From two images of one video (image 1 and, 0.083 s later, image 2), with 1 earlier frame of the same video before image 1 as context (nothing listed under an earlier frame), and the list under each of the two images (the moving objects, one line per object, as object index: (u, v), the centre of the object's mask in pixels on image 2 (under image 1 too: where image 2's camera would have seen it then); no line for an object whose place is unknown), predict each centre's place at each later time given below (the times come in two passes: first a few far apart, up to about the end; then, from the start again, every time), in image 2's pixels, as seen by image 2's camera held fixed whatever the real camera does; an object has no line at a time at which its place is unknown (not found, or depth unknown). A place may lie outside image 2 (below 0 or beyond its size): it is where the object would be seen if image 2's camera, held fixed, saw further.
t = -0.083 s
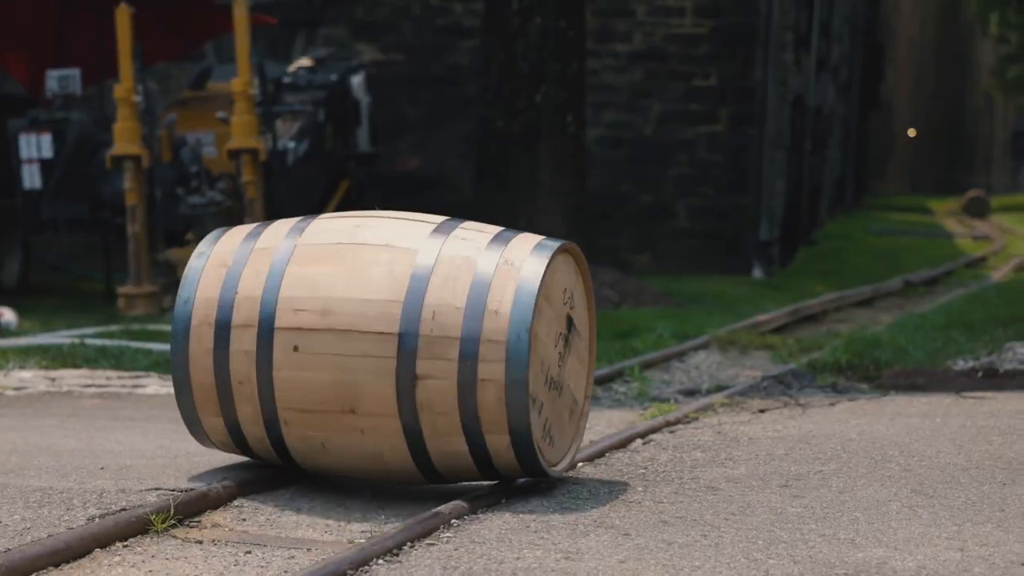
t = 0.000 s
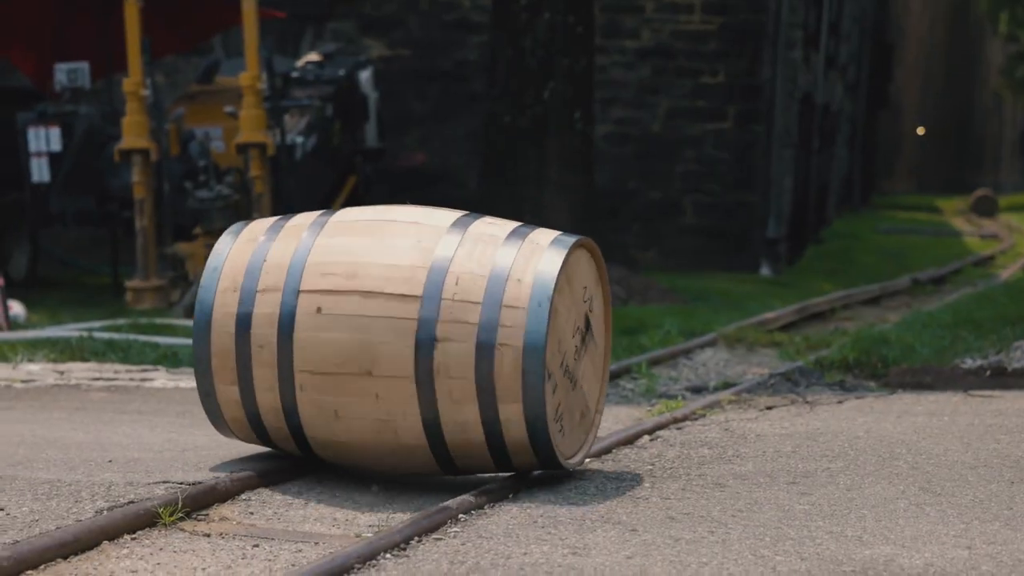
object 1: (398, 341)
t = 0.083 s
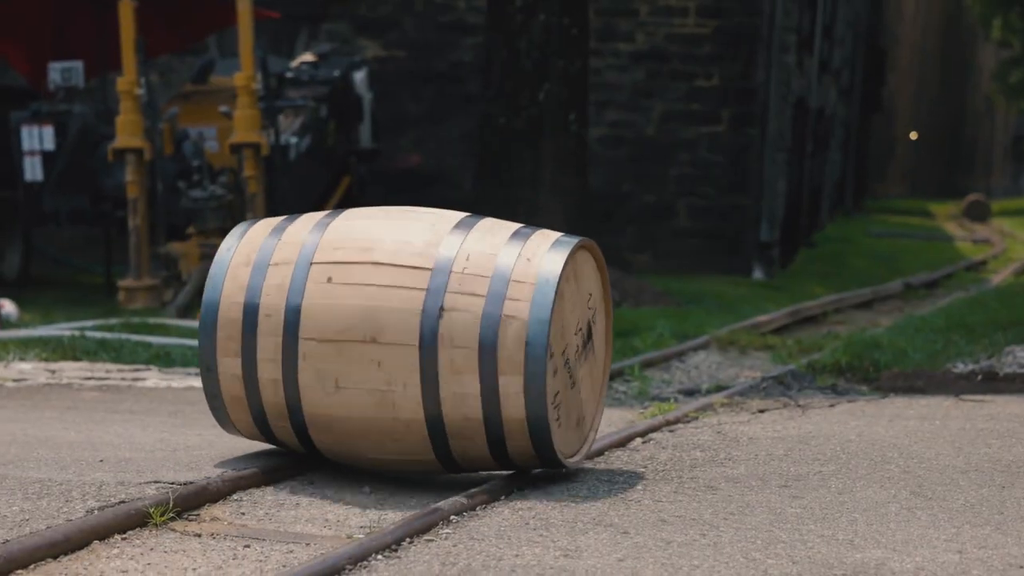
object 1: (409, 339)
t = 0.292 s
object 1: (433, 335)
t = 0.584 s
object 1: (469, 329)
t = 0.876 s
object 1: (501, 324)
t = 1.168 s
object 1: (532, 320)
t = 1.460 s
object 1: (560, 317)
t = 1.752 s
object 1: (589, 314)
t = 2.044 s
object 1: (613, 309)
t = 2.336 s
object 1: (636, 304)
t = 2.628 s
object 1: (656, 301)
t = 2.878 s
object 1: (672, 297)
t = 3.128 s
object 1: (688, 294)
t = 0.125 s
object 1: (413, 339)
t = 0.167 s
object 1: (419, 337)
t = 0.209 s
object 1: (423, 337)
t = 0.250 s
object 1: (429, 336)
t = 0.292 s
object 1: (433, 335)
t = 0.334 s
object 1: (439, 334)
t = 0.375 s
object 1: (443, 333)
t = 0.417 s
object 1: (449, 333)
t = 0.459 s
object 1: (453, 332)
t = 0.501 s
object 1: (459, 331)
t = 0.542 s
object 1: (463, 331)
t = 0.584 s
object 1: (469, 329)
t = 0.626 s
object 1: (473, 329)
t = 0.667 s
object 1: (479, 328)
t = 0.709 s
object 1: (482, 328)
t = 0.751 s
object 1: (488, 326)
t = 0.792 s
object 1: (492, 326)
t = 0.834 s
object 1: (497, 324)
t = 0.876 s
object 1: (501, 324)
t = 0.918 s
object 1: (506, 323)
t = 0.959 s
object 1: (509, 323)
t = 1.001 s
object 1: (514, 322)
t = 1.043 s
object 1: (518, 321)
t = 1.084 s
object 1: (523, 320)
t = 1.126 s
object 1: (527, 320)
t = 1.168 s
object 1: (532, 320)
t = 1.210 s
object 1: (535, 320)
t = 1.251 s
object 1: (540, 319)
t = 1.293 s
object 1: (544, 319)
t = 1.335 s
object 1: (549, 318)
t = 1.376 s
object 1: (553, 317)
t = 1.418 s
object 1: (557, 317)
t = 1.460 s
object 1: (560, 317)
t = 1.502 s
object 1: (565, 316)
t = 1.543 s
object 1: (569, 316)
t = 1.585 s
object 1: (573, 315)
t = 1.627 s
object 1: (576, 315)
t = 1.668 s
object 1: (582, 315)
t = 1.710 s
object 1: (585, 314)
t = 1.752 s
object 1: (589, 314)
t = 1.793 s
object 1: (593, 313)
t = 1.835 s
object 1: (597, 312)
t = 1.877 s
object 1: (600, 311)
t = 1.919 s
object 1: (604, 310)
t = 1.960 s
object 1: (606, 310)
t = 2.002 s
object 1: (611, 309)
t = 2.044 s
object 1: (613, 309)
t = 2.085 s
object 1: (616, 308)
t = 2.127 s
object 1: (619, 307)
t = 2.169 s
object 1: (623, 306)
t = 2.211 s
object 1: (626, 306)
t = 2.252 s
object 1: (629, 305)
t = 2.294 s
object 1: (632, 304)
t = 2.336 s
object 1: (636, 304)
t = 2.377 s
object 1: (639, 304)
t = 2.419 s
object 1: (643, 303)
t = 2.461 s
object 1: (645, 302)
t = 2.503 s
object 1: (649, 302)
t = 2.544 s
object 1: (651, 302)
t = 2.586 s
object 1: (654, 301)
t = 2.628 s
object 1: (656, 301)
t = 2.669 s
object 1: (660, 300)
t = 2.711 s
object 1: (663, 298)
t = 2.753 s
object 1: (667, 298)
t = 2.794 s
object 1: (667, 298)
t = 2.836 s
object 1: (670, 298)
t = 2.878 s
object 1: (672, 297)
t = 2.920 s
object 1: (675, 297)
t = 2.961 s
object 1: (677, 297)
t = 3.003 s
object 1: (681, 296)
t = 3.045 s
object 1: (683, 296)
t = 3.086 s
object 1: (686, 295)
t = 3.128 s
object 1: (688, 294)
